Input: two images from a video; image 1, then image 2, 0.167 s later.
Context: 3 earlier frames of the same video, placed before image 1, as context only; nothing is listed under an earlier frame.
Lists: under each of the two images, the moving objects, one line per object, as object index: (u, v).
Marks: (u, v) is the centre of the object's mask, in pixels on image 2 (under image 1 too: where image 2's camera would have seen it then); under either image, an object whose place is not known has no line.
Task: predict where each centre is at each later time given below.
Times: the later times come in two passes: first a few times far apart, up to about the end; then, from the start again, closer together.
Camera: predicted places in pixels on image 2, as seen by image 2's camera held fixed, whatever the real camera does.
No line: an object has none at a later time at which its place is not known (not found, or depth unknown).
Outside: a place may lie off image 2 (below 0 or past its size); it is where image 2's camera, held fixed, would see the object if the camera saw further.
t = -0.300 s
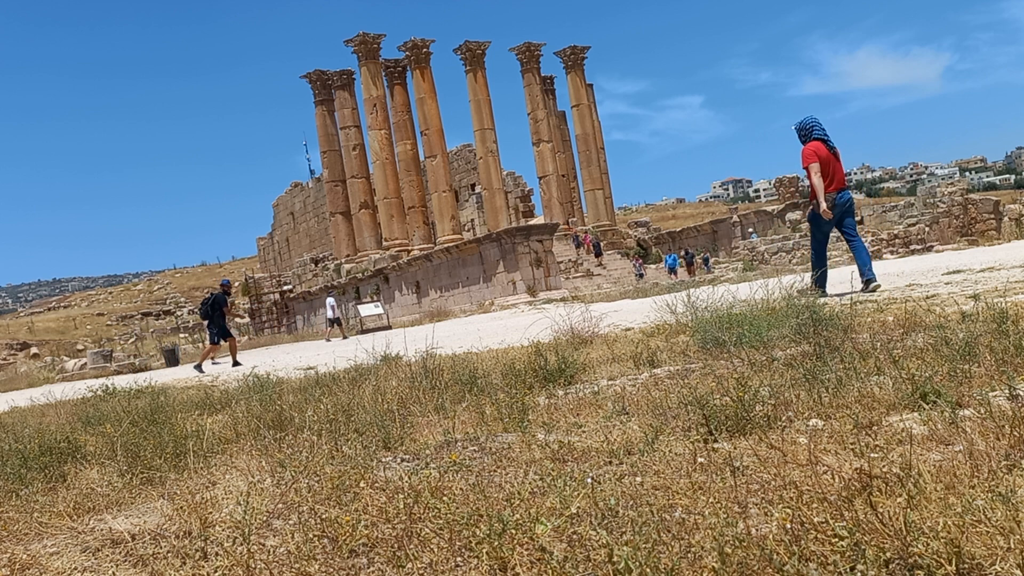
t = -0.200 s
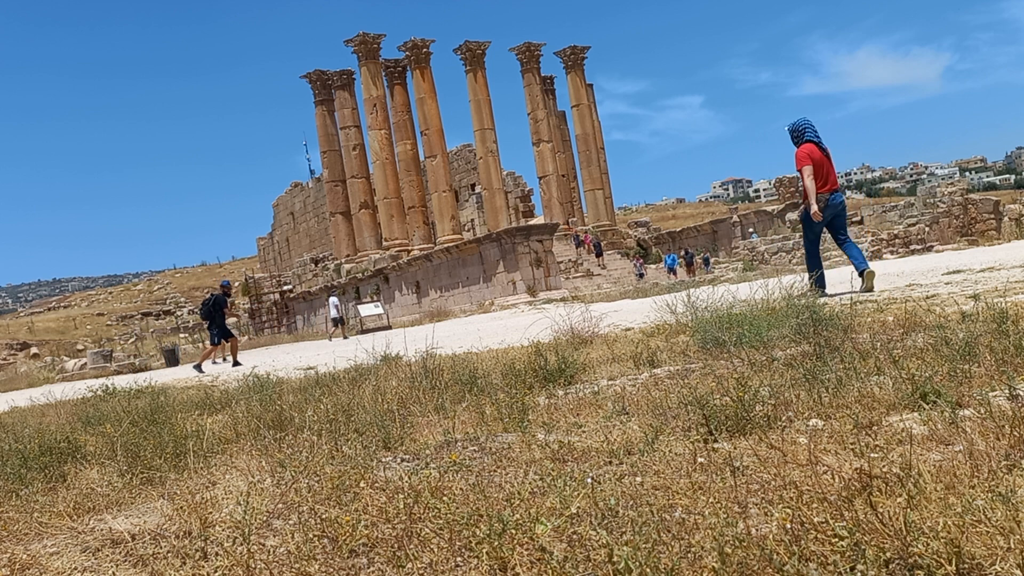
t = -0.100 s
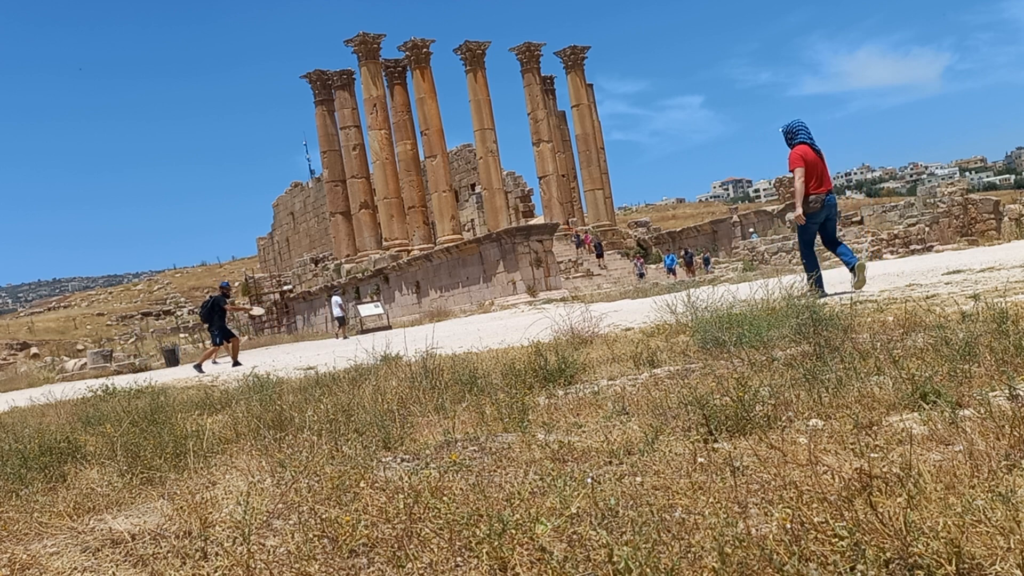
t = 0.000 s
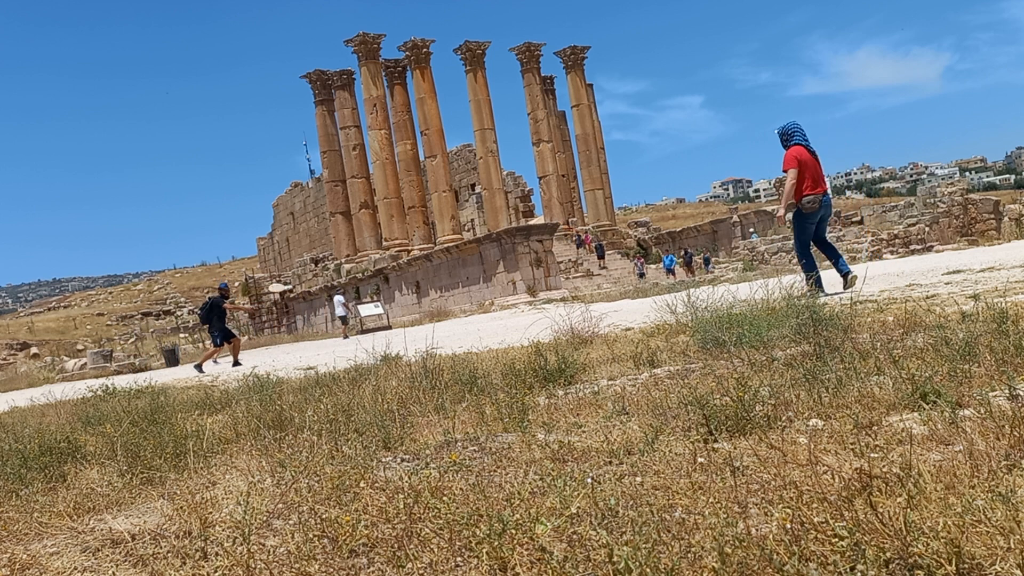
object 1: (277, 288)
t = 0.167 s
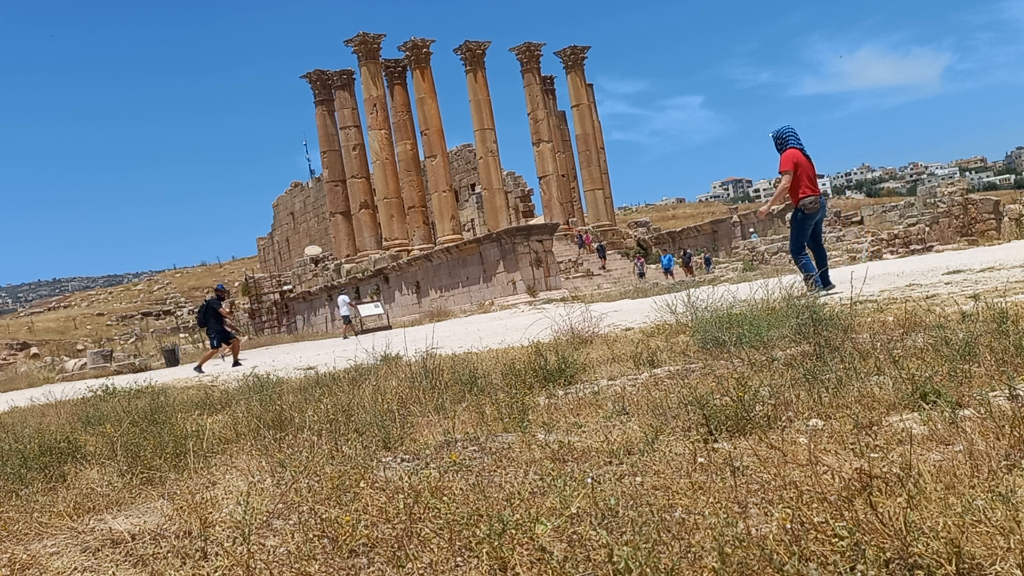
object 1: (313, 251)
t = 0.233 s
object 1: (329, 236)
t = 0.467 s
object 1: (395, 189)
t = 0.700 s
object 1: (477, 144)
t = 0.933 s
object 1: (573, 103)
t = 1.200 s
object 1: (699, 65)
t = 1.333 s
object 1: (768, 55)
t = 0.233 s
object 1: (329, 236)
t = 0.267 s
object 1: (338, 229)
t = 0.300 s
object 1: (347, 222)
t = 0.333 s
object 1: (356, 216)
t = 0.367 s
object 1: (366, 209)
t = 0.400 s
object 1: (375, 202)
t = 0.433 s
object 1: (385, 195)
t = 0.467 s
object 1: (395, 189)
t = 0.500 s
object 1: (406, 182)
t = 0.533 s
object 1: (417, 175)
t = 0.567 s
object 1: (428, 169)
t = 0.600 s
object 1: (440, 163)
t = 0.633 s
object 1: (452, 156)
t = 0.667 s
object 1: (464, 150)
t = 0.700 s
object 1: (477, 144)
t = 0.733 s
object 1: (489, 138)
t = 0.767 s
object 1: (502, 132)
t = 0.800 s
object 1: (516, 126)
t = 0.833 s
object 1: (530, 120)
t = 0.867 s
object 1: (543, 114)
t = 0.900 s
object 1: (558, 109)
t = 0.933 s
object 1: (573, 103)
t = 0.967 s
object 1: (587, 97)
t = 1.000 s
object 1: (602, 92)
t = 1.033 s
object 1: (618, 87)
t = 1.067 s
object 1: (634, 82)
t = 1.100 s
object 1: (649, 77)
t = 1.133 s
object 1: (665, 73)
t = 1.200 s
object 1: (699, 65)
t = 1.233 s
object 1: (716, 62)
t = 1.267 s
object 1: (733, 59)
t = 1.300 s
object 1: (750, 57)
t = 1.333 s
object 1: (768, 55)
